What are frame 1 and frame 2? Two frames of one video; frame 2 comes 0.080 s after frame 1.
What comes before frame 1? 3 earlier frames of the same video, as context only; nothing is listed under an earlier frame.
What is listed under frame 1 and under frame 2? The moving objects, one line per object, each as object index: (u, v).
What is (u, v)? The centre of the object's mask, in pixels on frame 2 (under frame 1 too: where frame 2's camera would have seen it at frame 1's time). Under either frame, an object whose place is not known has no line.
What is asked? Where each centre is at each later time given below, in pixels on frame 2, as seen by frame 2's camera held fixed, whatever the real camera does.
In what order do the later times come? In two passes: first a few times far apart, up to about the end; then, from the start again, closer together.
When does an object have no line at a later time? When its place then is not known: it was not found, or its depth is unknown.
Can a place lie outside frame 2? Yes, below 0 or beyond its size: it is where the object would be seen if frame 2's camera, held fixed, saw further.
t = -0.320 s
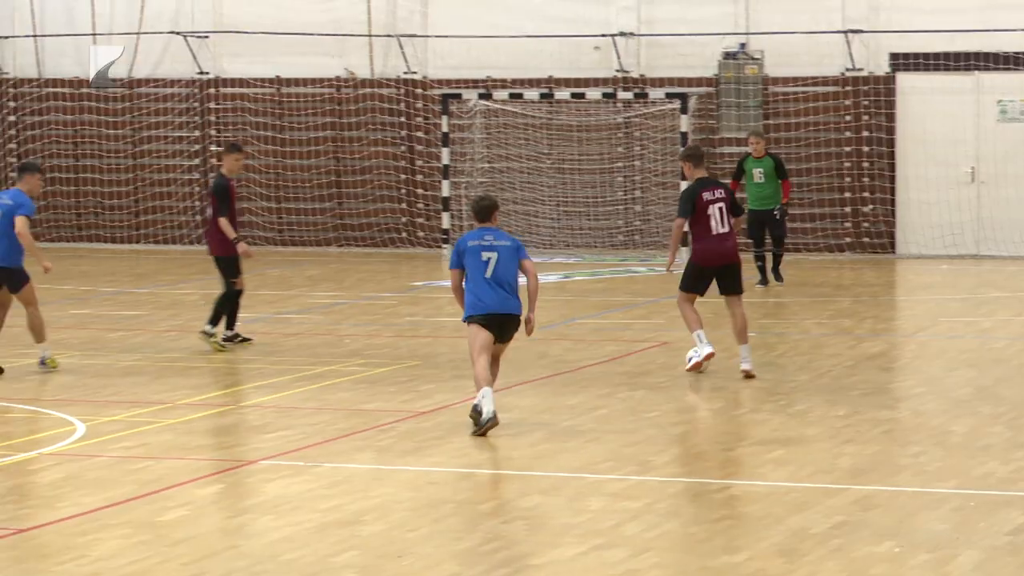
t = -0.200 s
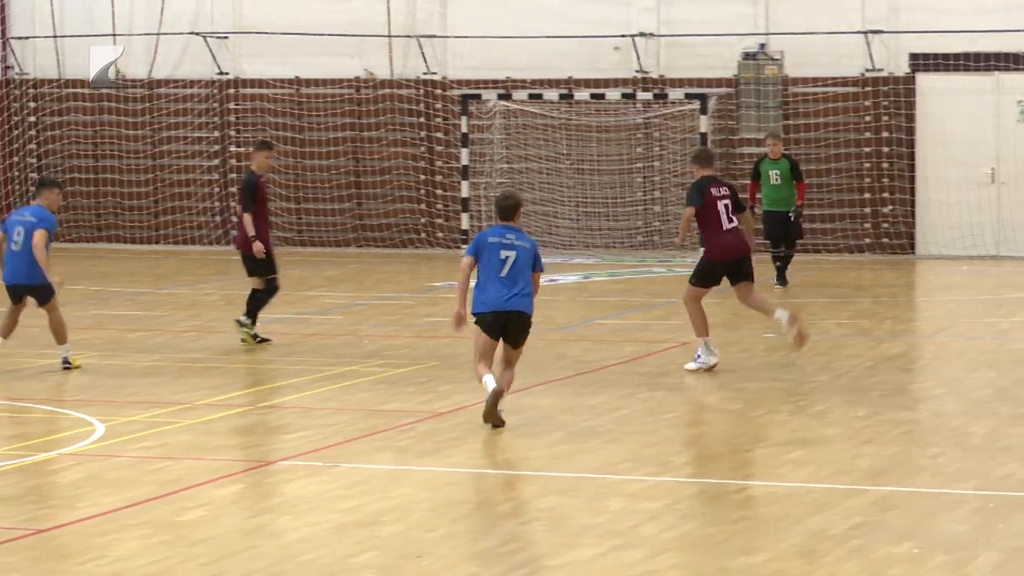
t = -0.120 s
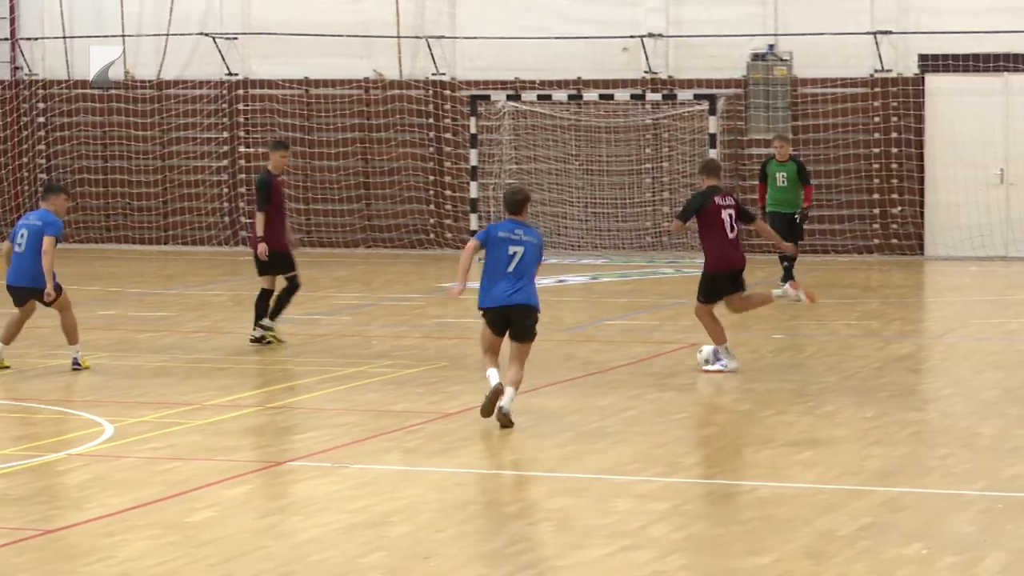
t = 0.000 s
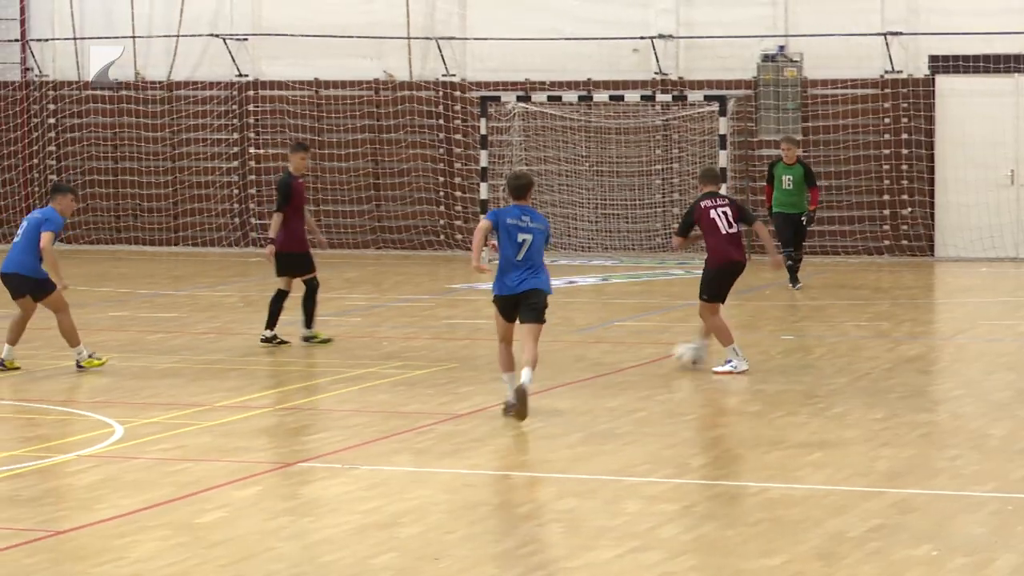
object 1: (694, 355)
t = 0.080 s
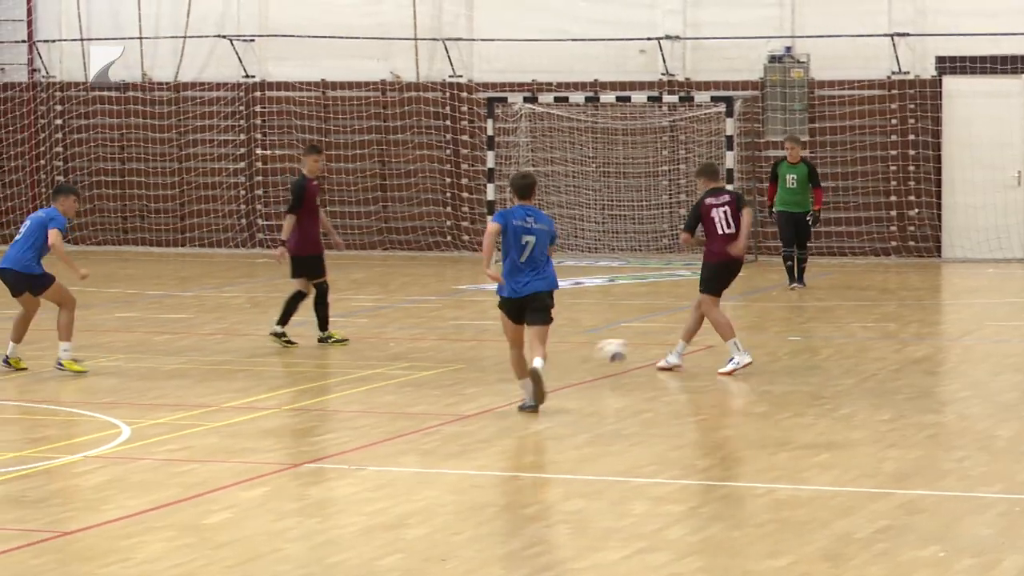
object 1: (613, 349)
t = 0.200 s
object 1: (489, 358)
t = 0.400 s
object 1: (299, 373)
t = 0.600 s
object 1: (108, 386)
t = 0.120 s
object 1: (573, 350)
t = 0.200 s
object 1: (489, 358)
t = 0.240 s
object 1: (448, 364)
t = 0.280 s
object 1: (409, 369)
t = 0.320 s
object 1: (372, 368)
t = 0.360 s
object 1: (336, 368)
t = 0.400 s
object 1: (299, 373)
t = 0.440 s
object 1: (261, 378)
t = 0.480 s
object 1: (223, 378)
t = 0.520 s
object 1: (185, 380)
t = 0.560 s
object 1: (147, 385)
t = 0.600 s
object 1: (108, 386)
